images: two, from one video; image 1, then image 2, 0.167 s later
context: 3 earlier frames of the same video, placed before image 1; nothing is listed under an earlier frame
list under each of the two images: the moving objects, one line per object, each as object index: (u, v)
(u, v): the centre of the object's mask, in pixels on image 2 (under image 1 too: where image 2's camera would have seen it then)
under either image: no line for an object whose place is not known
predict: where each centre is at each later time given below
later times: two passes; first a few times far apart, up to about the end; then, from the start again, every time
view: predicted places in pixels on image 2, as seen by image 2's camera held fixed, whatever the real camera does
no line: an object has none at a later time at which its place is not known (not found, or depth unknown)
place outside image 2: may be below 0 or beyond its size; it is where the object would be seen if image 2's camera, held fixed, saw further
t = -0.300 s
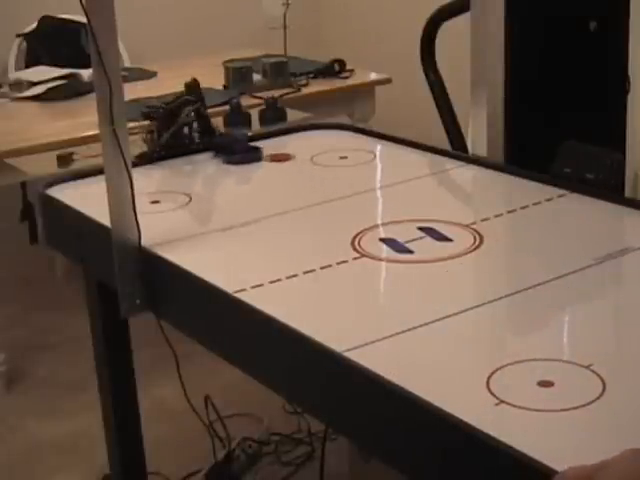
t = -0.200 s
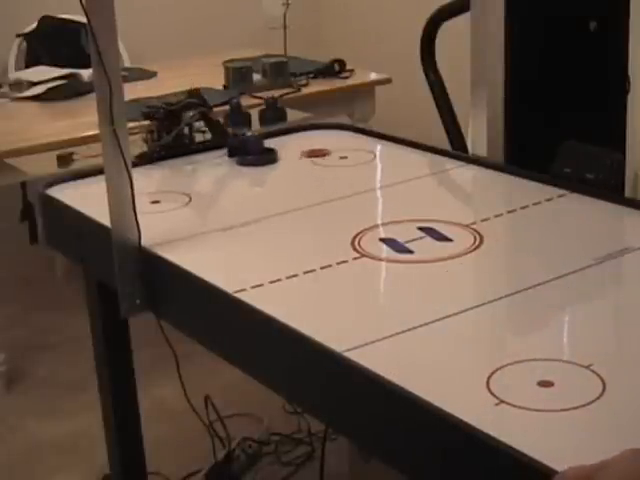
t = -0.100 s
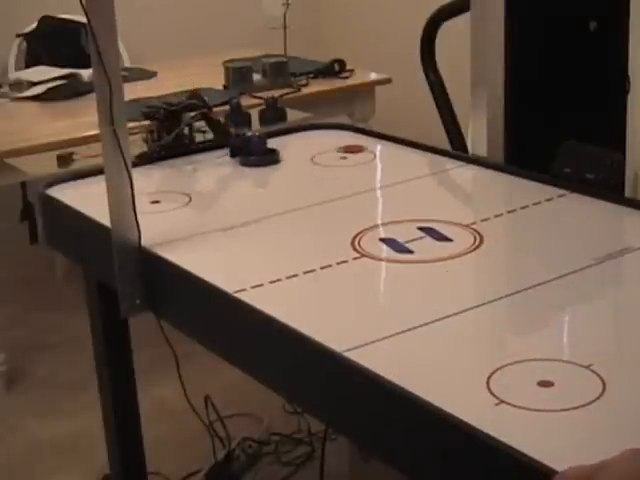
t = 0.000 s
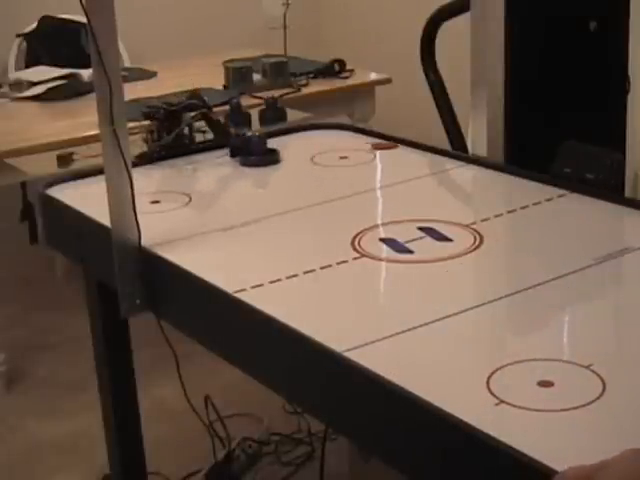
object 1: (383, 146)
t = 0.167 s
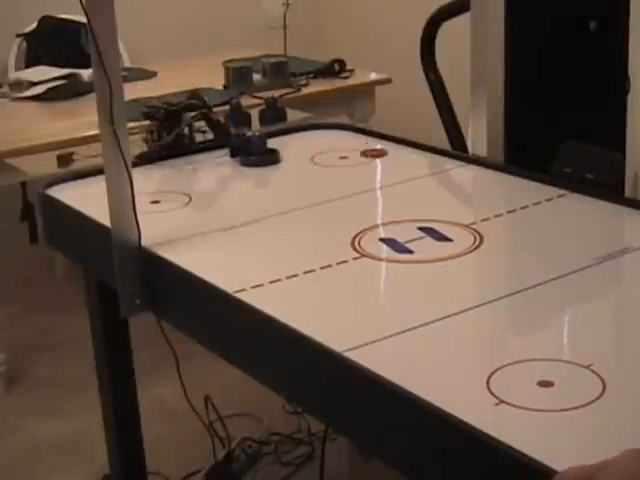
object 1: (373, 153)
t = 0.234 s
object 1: (368, 156)
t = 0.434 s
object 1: (353, 166)
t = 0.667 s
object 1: (335, 178)
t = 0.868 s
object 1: (318, 190)
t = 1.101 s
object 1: (298, 204)
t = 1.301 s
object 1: (280, 217)
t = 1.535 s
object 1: (259, 234)
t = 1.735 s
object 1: (240, 249)
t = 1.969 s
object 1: (221, 267)
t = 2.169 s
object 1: (224, 276)
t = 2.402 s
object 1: (260, 276)
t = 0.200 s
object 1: (371, 154)
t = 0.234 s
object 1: (368, 156)
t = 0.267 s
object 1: (366, 157)
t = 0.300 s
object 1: (364, 159)
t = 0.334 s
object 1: (361, 161)
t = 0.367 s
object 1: (359, 162)
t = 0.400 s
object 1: (356, 164)
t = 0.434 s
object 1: (353, 166)
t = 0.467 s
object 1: (351, 167)
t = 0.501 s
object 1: (348, 169)
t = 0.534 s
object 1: (346, 171)
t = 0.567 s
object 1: (343, 173)
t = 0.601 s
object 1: (340, 174)
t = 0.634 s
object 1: (337, 177)
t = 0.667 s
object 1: (335, 178)
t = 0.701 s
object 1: (332, 180)
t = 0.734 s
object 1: (329, 182)
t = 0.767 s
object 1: (327, 184)
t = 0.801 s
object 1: (324, 186)
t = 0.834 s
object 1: (321, 188)
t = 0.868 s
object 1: (318, 190)
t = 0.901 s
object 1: (315, 192)
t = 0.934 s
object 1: (312, 194)
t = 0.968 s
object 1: (309, 196)
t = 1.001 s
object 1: (306, 198)
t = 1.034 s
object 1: (304, 200)
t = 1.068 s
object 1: (301, 202)
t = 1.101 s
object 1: (298, 204)
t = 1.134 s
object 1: (295, 207)
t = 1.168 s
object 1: (292, 209)
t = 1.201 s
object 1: (289, 211)
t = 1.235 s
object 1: (286, 213)
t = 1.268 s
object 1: (283, 215)
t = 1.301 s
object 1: (280, 217)
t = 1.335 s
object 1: (277, 220)
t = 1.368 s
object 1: (274, 222)
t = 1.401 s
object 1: (271, 224)
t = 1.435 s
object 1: (268, 227)
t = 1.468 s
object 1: (265, 229)
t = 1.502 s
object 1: (262, 232)
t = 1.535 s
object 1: (259, 234)
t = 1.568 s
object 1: (255, 237)
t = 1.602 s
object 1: (252, 239)
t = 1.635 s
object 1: (249, 242)
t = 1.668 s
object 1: (246, 244)
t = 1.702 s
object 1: (243, 247)
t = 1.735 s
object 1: (240, 249)
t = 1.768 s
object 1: (238, 252)
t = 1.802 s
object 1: (234, 254)
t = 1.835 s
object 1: (231, 257)
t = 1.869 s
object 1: (228, 259)
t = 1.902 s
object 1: (226, 262)
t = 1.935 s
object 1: (223, 264)
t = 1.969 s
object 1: (221, 267)
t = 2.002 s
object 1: (218, 269)
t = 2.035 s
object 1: (216, 272)
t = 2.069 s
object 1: (214, 274)
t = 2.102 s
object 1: (216, 275)
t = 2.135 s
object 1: (220, 275)
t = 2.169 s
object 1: (224, 276)
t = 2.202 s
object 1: (229, 276)
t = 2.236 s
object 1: (234, 276)
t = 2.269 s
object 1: (239, 276)
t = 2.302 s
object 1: (244, 276)
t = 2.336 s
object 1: (250, 276)
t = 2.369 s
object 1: (256, 276)
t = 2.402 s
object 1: (260, 276)
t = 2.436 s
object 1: (266, 276)
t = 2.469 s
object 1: (271, 276)
